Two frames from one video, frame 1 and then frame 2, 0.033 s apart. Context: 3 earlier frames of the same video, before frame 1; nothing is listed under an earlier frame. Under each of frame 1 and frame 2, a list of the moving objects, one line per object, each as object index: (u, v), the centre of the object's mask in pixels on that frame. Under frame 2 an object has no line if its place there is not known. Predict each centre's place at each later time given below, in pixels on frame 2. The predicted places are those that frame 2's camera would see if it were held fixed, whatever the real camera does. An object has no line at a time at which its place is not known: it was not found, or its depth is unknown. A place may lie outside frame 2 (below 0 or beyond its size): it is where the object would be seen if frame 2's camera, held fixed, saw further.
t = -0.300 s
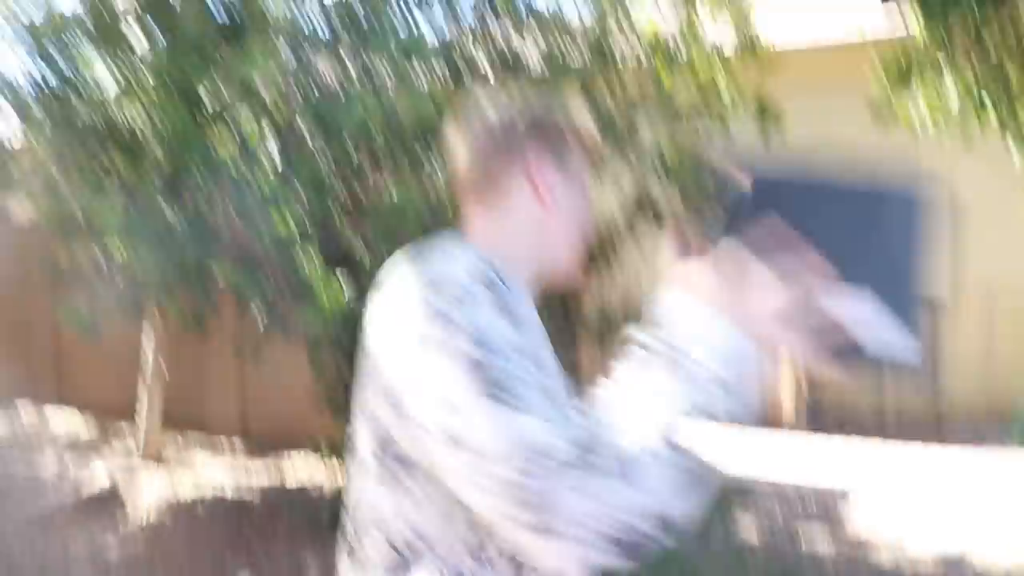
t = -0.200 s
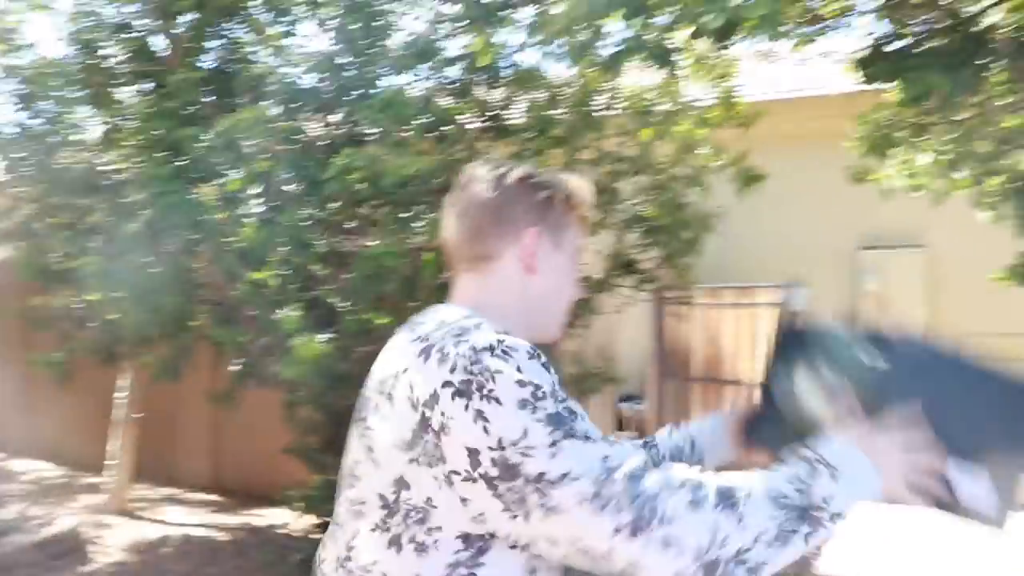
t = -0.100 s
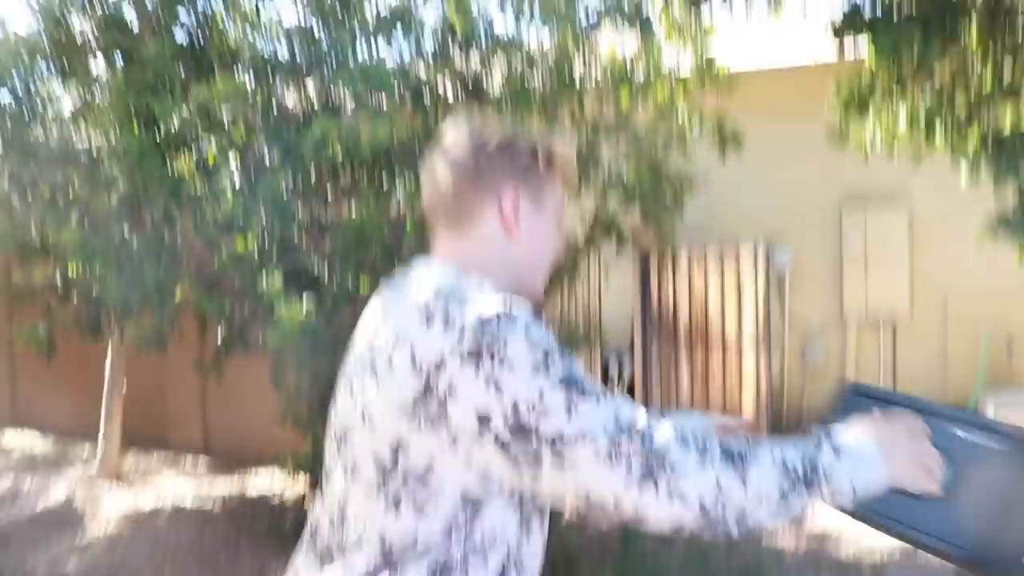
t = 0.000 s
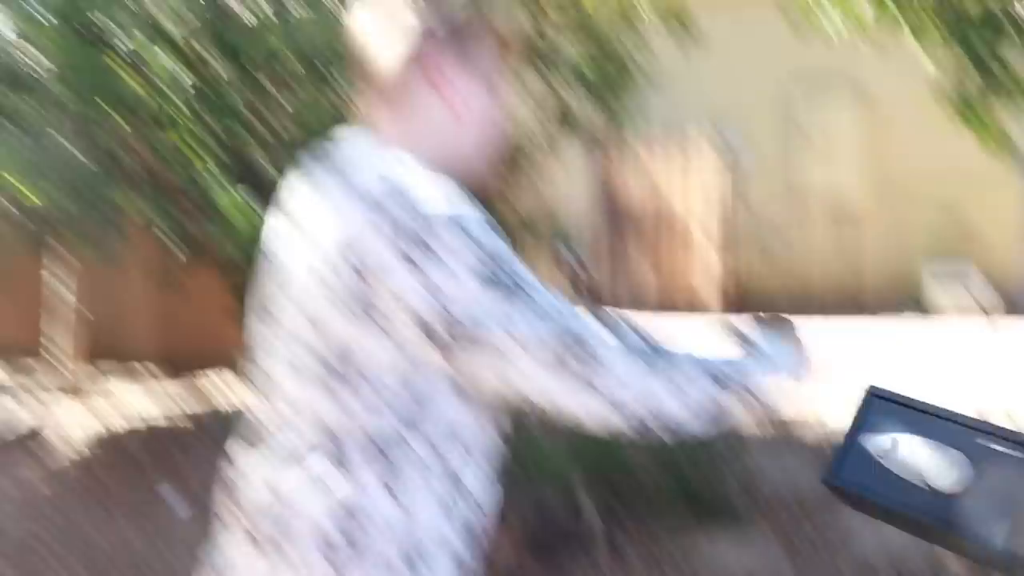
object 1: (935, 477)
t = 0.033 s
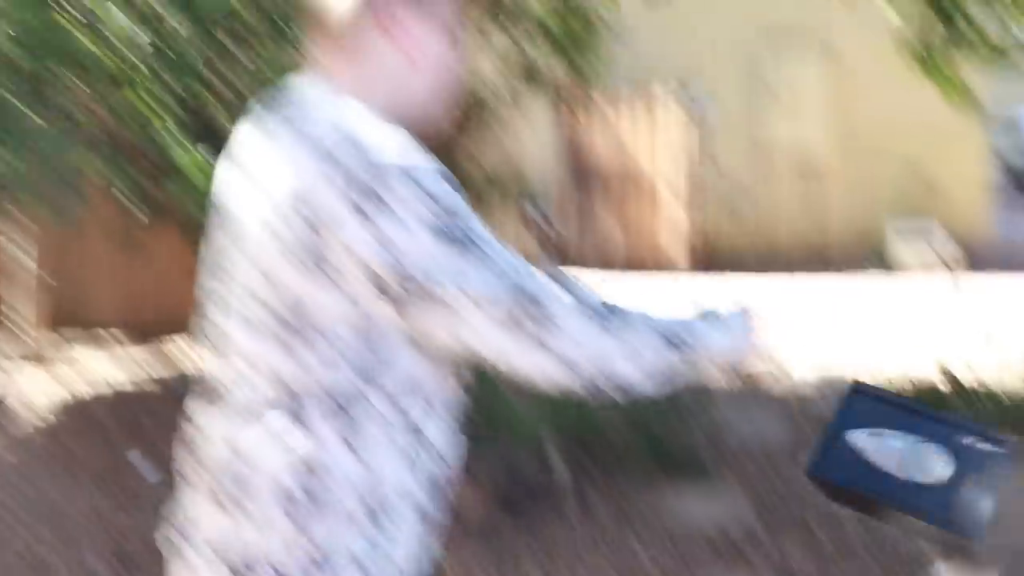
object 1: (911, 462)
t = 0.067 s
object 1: (929, 513)
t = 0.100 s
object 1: (943, 558)
